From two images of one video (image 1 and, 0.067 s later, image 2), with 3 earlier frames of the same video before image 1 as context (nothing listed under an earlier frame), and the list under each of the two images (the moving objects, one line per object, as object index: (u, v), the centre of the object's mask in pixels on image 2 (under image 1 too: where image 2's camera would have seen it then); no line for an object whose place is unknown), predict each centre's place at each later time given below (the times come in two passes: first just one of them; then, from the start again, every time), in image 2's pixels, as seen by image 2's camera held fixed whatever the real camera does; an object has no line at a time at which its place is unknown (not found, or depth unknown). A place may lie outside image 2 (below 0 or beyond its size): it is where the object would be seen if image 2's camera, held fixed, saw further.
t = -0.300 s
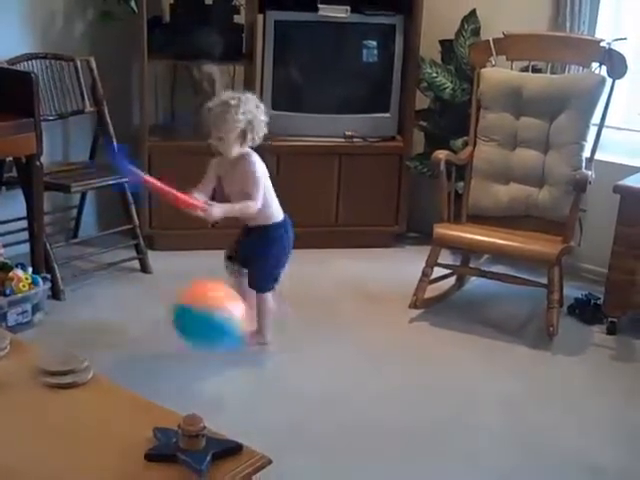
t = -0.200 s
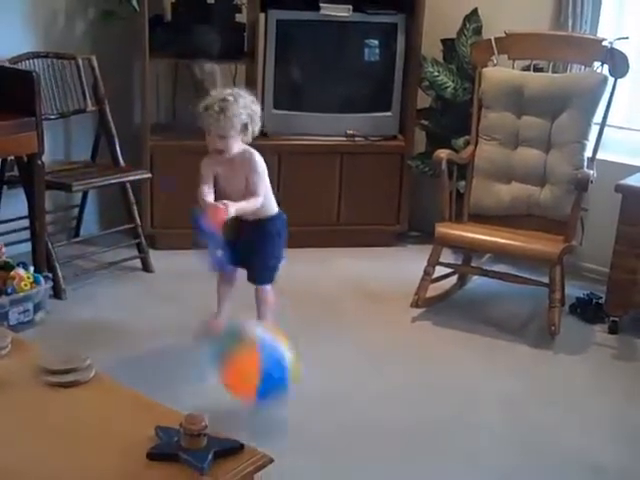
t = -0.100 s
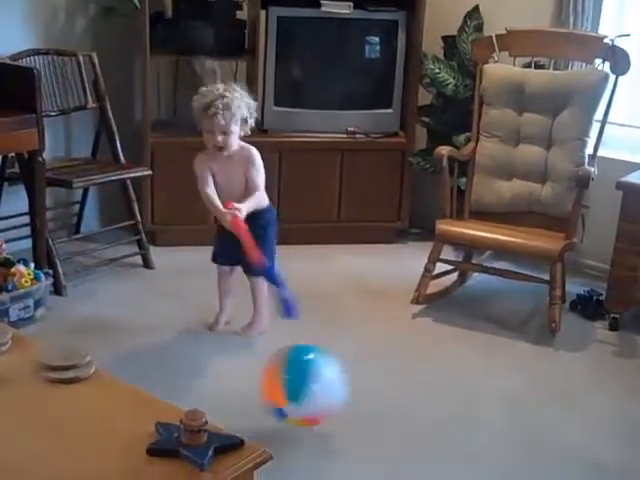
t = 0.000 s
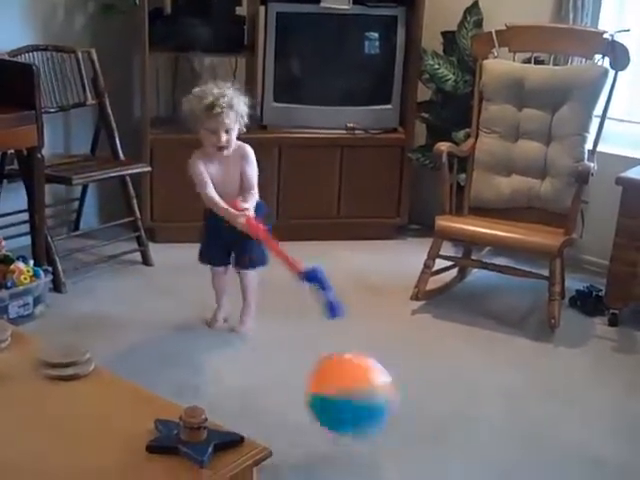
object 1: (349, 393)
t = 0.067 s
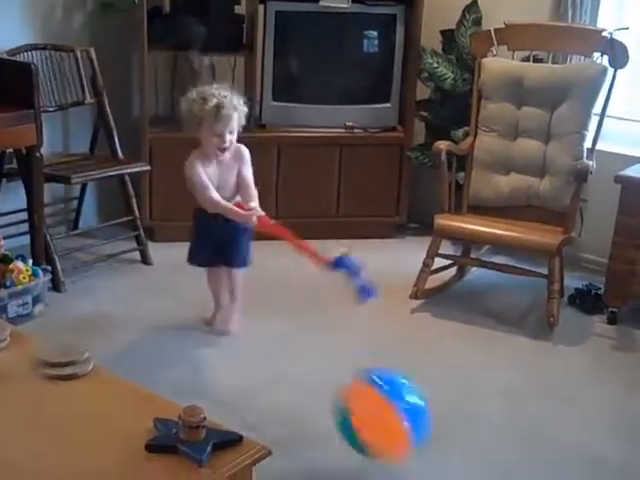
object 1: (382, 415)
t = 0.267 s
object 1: (479, 453)
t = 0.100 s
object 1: (397, 434)
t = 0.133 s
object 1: (411, 444)
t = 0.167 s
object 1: (429, 447)
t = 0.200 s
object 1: (448, 448)
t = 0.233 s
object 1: (463, 450)
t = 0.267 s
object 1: (479, 453)
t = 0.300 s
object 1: (495, 458)
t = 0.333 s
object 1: (509, 464)
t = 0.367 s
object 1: (521, 471)
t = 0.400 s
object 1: (536, 478)
